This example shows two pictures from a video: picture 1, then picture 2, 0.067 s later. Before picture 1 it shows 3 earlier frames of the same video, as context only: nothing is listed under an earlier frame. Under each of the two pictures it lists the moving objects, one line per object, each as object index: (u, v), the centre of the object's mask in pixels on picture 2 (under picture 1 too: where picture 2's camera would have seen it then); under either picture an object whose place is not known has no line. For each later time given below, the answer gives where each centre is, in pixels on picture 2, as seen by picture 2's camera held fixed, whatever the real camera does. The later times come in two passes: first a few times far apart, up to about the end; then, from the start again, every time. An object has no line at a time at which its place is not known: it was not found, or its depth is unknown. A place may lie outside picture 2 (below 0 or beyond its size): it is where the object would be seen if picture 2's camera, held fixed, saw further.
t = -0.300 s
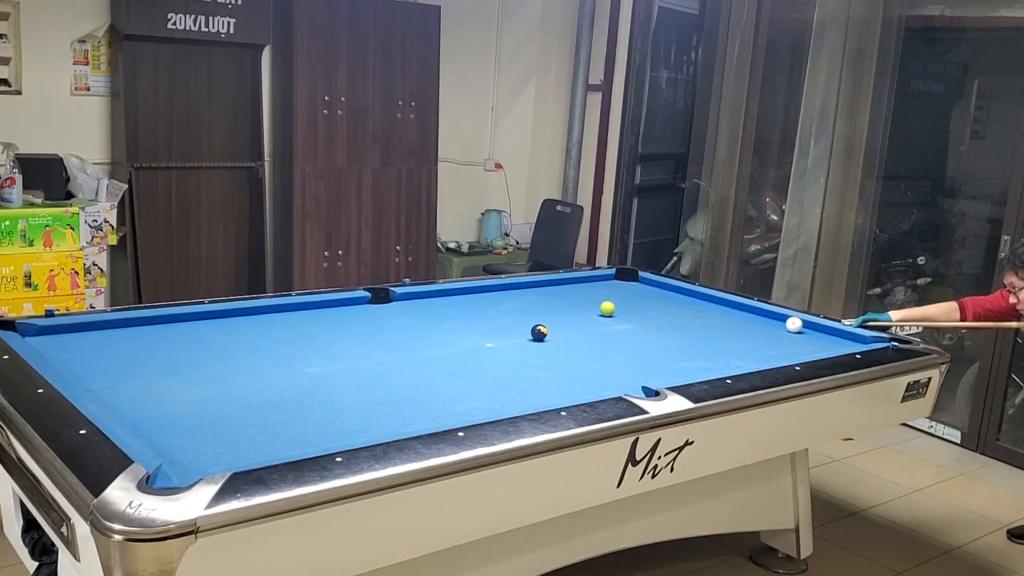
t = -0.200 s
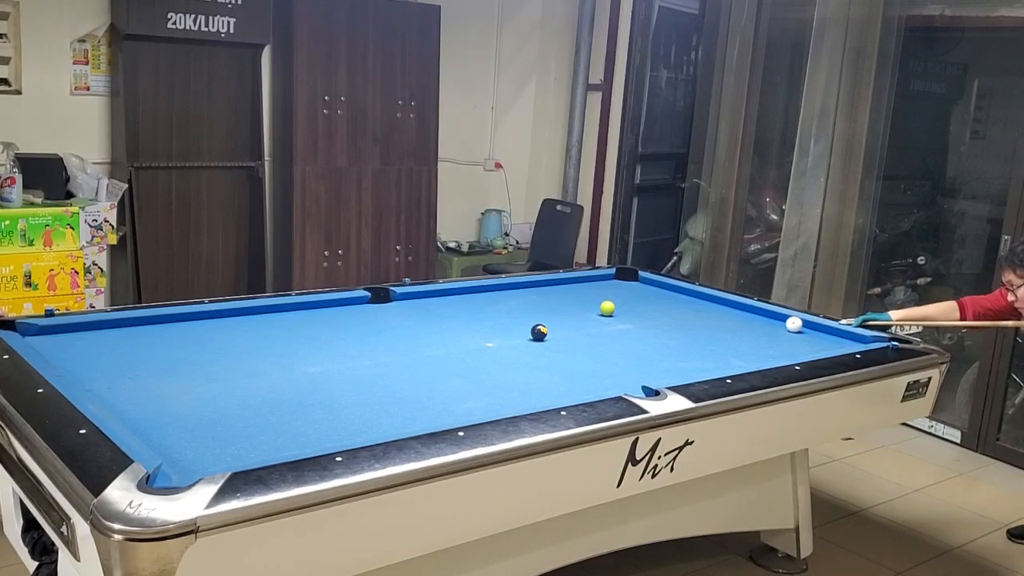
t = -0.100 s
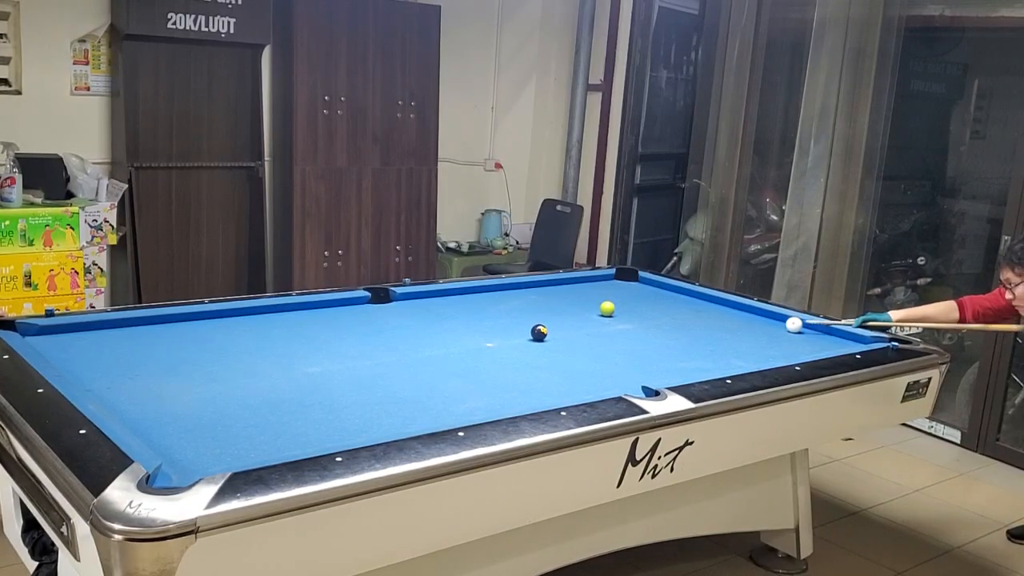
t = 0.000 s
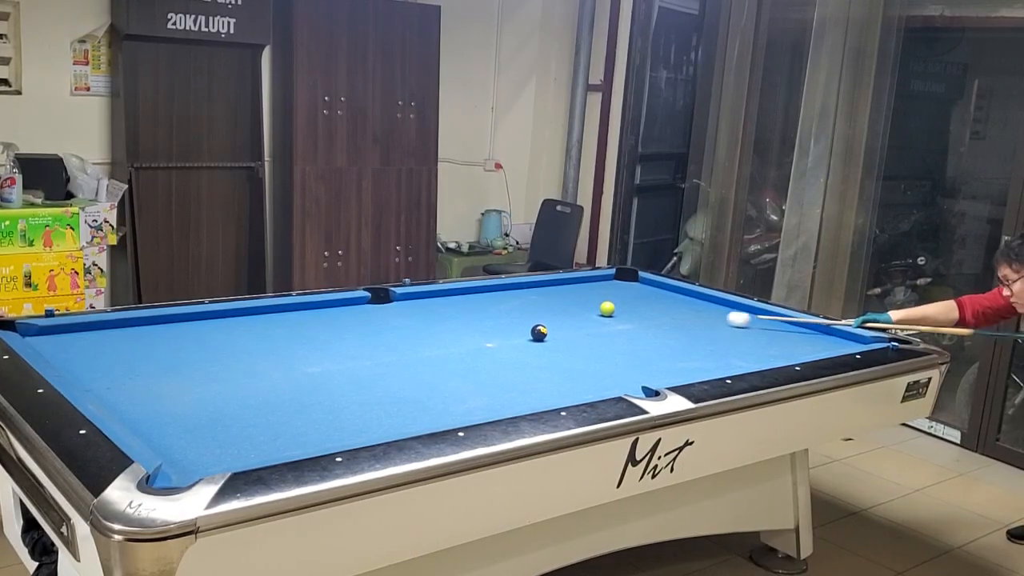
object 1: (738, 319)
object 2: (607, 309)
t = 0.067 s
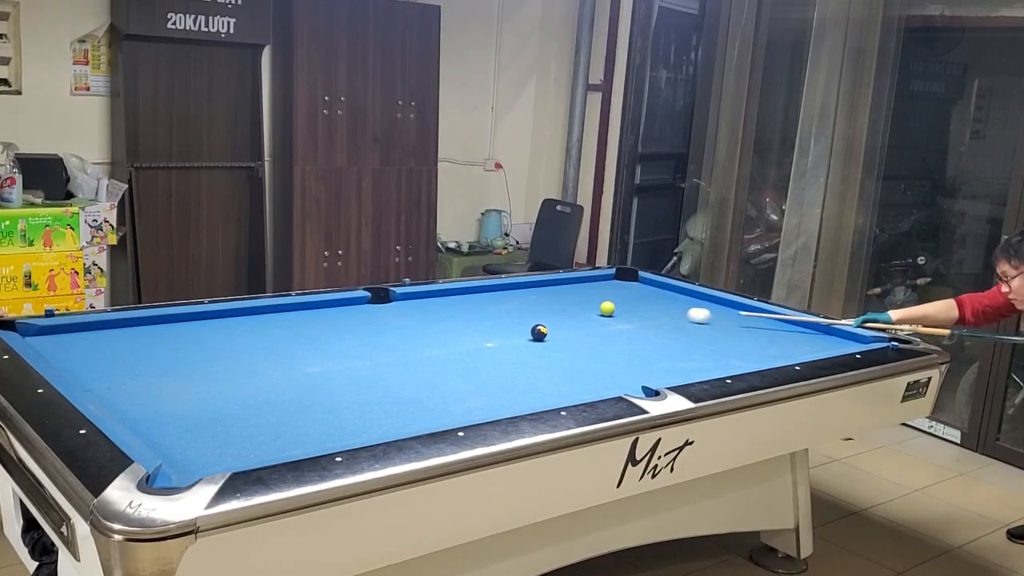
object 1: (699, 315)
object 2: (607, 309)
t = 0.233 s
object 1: (615, 306)
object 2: (595, 309)
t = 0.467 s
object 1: (563, 293)
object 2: (521, 311)
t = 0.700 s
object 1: (536, 287)
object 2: (452, 314)
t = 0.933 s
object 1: (558, 294)
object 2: (380, 316)
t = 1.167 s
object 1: (581, 301)
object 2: (304, 318)
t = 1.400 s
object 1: (604, 308)
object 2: (226, 320)
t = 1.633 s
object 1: (627, 315)
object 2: (143, 322)
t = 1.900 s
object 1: (654, 324)
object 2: (75, 331)
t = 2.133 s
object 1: (677, 331)
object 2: (38, 337)
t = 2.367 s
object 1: (701, 339)
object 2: (85, 336)
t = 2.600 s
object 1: (724, 346)
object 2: (128, 336)
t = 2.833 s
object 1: (748, 353)
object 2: (169, 335)
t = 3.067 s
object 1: (770, 357)
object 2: (207, 334)
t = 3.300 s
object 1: (760, 356)
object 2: (242, 334)
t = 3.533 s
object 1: (748, 353)
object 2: (275, 332)
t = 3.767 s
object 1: (738, 350)
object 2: (305, 332)
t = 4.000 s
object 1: (728, 347)
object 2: (334, 331)
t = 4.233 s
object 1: (720, 344)
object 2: (360, 331)
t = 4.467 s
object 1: (713, 342)
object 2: (384, 330)
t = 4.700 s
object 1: (707, 340)
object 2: (406, 330)
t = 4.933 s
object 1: (703, 339)
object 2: (426, 329)
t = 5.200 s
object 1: (700, 337)
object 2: (446, 328)
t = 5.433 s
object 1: (698, 337)
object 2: (462, 328)
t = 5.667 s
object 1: (697, 336)
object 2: (476, 327)
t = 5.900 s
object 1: (697, 336)
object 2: (489, 327)
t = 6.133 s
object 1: (697, 336)
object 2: (500, 327)
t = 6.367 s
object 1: (697, 336)
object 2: (510, 326)
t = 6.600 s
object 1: (697, 336)
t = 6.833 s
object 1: (697, 336)
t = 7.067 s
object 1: (697, 336)
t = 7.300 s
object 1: (697, 336)
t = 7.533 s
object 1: (697, 336)
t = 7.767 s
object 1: (697, 336)
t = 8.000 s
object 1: (697, 336)
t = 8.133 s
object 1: (697, 336)
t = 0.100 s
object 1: (679, 313)
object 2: (607, 309)
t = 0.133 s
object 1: (659, 311)
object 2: (607, 309)
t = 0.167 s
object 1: (640, 310)
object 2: (607, 309)
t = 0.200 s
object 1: (623, 308)
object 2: (606, 309)
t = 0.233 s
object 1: (615, 306)
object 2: (595, 309)
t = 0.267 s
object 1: (609, 304)
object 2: (582, 309)
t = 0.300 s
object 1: (602, 302)
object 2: (571, 310)
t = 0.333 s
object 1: (594, 300)
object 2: (560, 310)
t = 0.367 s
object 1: (586, 298)
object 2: (550, 311)
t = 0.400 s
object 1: (578, 296)
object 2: (541, 311)
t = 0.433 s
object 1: (570, 294)
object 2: (531, 311)
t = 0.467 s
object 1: (563, 293)
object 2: (521, 311)
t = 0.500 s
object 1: (555, 291)
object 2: (511, 312)
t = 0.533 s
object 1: (548, 289)
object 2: (502, 312)
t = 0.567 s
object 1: (540, 287)
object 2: (492, 312)
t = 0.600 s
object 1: (533, 285)
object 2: (482, 313)
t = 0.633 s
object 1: (529, 285)
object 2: (472, 313)
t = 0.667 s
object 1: (533, 286)
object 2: (462, 313)
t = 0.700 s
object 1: (536, 287)
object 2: (452, 314)
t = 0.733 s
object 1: (539, 288)
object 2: (442, 314)
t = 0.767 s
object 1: (542, 289)
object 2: (432, 314)
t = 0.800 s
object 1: (545, 290)
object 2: (421, 314)
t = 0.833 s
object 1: (549, 290)
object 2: (411, 315)
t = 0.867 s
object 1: (552, 292)
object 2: (401, 315)
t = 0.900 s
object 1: (555, 293)
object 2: (390, 315)
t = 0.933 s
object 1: (558, 294)
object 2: (380, 316)
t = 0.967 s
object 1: (561, 295)
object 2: (369, 316)
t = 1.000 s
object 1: (565, 296)
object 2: (359, 316)
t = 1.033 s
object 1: (568, 297)
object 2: (348, 317)
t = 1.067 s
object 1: (571, 298)
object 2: (337, 317)
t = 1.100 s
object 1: (574, 299)
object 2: (326, 317)
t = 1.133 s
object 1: (578, 300)
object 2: (315, 317)
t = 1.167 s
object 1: (581, 301)
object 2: (304, 318)
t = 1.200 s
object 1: (584, 302)
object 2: (293, 318)
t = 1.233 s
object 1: (587, 303)
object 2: (282, 318)
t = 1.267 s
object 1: (591, 304)
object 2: (270, 319)
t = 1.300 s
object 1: (594, 305)
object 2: (259, 319)
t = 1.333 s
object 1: (597, 306)
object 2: (248, 319)
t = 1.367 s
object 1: (600, 307)
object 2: (237, 320)
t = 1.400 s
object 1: (604, 308)
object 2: (226, 320)
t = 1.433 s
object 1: (607, 309)
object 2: (214, 320)
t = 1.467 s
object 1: (611, 310)
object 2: (202, 321)
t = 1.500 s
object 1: (614, 311)
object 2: (190, 321)
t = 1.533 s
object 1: (617, 312)
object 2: (179, 321)
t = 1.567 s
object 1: (620, 313)
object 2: (167, 322)
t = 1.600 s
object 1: (624, 314)
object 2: (156, 322)
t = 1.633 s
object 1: (627, 315)
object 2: (143, 322)
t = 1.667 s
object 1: (630, 317)
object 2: (132, 323)
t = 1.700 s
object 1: (634, 318)
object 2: (121, 323)
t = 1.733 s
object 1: (637, 319)
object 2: (113, 324)
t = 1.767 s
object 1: (640, 320)
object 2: (106, 325)
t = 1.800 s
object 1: (644, 321)
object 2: (98, 327)
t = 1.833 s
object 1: (647, 322)
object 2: (90, 328)
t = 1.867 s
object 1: (651, 323)
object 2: (83, 329)
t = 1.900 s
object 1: (654, 324)
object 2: (75, 331)
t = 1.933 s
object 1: (657, 325)
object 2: (67, 332)
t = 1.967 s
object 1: (661, 326)
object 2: (59, 333)
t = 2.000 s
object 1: (664, 327)
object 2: (51, 334)
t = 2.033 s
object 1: (667, 328)
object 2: (43, 336)
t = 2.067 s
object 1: (671, 329)
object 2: (36, 336)
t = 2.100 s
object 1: (674, 330)
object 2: (32, 336)
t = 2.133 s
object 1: (677, 331)
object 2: (38, 337)
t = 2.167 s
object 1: (681, 332)
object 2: (45, 337)
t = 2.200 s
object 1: (684, 333)
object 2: (51, 337)
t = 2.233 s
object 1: (687, 334)
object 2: (58, 337)
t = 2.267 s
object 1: (691, 336)
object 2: (65, 337)
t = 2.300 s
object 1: (694, 337)
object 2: (72, 337)
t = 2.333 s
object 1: (697, 338)
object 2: (78, 337)
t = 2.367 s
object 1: (701, 339)
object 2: (85, 336)
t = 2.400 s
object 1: (704, 340)
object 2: (91, 337)
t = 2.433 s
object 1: (708, 341)
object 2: (98, 336)
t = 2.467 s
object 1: (711, 342)
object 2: (104, 336)
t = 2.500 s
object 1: (714, 343)
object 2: (110, 336)
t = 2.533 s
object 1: (718, 344)
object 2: (116, 336)
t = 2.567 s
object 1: (721, 345)
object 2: (122, 336)
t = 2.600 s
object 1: (724, 346)
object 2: (128, 336)
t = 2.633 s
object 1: (728, 347)
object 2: (134, 336)
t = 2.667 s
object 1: (731, 348)
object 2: (140, 336)
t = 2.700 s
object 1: (734, 349)
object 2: (146, 336)
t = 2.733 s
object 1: (738, 350)
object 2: (152, 336)
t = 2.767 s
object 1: (741, 351)
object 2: (158, 335)
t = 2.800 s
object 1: (744, 352)
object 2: (163, 335)
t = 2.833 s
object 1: (748, 353)
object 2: (169, 335)
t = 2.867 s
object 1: (751, 354)
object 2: (174, 335)
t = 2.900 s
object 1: (754, 355)
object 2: (180, 335)
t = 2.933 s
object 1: (757, 355)
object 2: (186, 335)
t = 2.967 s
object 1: (761, 356)
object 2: (191, 335)
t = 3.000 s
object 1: (764, 356)
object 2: (196, 335)
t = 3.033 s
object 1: (767, 357)
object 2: (202, 334)
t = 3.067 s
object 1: (770, 357)
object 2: (207, 334)
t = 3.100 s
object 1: (771, 357)
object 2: (212, 334)
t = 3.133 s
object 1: (769, 357)
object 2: (217, 334)
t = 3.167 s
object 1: (767, 357)
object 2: (223, 334)
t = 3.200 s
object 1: (766, 356)
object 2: (228, 334)
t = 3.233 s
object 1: (764, 356)
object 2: (232, 334)
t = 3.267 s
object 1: (762, 356)
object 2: (237, 334)
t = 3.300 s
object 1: (760, 356)
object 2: (242, 334)
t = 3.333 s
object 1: (758, 356)
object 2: (247, 333)
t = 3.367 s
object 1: (756, 355)
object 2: (252, 333)
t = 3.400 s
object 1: (755, 355)
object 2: (257, 333)
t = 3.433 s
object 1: (753, 355)
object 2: (261, 333)
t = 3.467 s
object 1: (752, 354)
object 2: (266, 333)
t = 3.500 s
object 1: (750, 354)
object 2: (271, 333)
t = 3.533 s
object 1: (748, 353)
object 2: (275, 332)
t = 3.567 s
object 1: (746, 353)
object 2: (280, 332)
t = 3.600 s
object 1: (745, 352)
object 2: (284, 332)
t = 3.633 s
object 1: (744, 352)
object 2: (289, 332)
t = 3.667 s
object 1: (742, 351)
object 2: (293, 332)
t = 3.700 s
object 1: (740, 351)
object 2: (297, 332)
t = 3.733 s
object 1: (739, 350)
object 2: (301, 332)
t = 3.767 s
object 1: (738, 350)
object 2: (305, 332)
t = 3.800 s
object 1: (736, 349)
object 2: (310, 332)
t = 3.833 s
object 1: (735, 349)
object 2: (314, 332)
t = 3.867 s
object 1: (733, 348)
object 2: (318, 332)
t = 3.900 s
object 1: (732, 348)
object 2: (322, 331)
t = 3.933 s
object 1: (731, 348)
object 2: (326, 331)
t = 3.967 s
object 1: (729, 347)
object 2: (330, 331)
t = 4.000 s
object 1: (728, 347)
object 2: (334, 331)
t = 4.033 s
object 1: (727, 347)
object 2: (338, 331)
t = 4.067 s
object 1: (725, 346)
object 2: (341, 331)
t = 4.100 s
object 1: (724, 346)
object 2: (346, 331)
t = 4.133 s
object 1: (723, 345)
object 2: (349, 331)
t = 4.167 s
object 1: (722, 345)
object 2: (353, 331)
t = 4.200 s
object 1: (721, 344)
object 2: (356, 331)
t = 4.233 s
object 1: (720, 344)
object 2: (360, 331)
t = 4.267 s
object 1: (719, 344)
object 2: (363, 331)
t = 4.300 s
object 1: (718, 344)
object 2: (367, 330)
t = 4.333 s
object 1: (717, 343)
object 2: (370, 330)
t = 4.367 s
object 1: (716, 343)
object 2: (374, 330)
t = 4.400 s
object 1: (714, 343)
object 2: (377, 330)
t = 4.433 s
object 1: (714, 342)
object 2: (381, 330)
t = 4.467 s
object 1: (713, 342)
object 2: (384, 330)
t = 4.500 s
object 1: (712, 342)
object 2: (387, 330)
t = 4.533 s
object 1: (711, 341)
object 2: (390, 330)
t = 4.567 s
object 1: (710, 341)
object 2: (393, 330)
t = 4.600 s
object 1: (710, 341)
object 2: (397, 330)
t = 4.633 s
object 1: (709, 341)
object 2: (400, 330)
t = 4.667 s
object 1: (708, 340)
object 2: (403, 330)
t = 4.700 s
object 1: (707, 340)
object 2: (406, 330)
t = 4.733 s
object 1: (707, 340)
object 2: (409, 330)
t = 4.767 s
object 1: (706, 340)
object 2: (411, 329)
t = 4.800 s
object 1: (705, 339)
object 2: (414, 330)
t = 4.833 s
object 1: (705, 339)
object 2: (417, 329)
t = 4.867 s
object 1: (704, 339)
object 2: (420, 329)
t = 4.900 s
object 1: (704, 339)
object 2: (423, 329)
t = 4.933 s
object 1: (703, 339)
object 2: (426, 329)
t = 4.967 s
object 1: (703, 338)
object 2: (428, 329)
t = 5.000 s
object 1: (702, 338)
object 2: (431, 329)
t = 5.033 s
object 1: (702, 338)
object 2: (433, 329)
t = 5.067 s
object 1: (701, 338)
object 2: (436, 329)
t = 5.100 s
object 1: (701, 338)
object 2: (439, 329)
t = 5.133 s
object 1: (701, 338)
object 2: (441, 328)
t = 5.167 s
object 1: (700, 337)
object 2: (444, 328)
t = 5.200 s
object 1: (700, 337)
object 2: (446, 328)
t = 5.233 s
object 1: (700, 337)
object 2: (448, 328)
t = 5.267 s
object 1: (700, 337)
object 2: (451, 328)
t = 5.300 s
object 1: (699, 337)
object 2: (453, 328)
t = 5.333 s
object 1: (699, 337)
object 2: (455, 328)
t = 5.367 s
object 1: (699, 337)
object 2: (458, 328)
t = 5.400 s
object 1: (698, 337)
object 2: (460, 328)
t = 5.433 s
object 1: (698, 337)
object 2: (462, 328)
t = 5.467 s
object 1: (698, 336)
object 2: (464, 328)
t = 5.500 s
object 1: (698, 336)
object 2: (466, 328)
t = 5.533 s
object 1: (698, 336)
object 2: (469, 328)
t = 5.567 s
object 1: (698, 336)
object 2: (471, 328)
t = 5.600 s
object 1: (697, 336)
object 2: (472, 328)
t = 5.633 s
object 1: (697, 336)
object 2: (475, 327)
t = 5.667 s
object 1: (697, 336)
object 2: (476, 327)
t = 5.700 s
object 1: (697, 336)
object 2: (479, 327)
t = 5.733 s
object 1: (697, 336)
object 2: (480, 327)
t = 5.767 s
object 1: (697, 336)
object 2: (482, 327)
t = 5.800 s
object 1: (697, 336)
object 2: (484, 327)
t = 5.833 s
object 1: (697, 336)
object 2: (486, 327)
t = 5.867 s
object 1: (697, 336)
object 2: (487, 327)
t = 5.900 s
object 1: (697, 336)
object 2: (489, 327)
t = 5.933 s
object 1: (697, 336)
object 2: (491, 327)
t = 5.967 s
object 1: (697, 336)
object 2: (492, 327)
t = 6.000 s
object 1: (697, 336)
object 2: (494, 327)
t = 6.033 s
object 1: (697, 336)
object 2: (495, 327)
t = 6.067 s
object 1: (697, 336)
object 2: (497, 327)
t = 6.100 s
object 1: (697, 336)
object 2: (498, 327)
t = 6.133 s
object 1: (697, 336)
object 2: (500, 327)
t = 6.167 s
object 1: (697, 336)
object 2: (501, 327)
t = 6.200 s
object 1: (697, 336)
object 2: (503, 326)
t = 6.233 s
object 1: (697, 336)
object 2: (504, 327)
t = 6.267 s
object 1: (697, 336)
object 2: (506, 327)
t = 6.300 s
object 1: (697, 336)
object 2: (507, 327)
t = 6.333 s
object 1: (697, 336)
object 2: (508, 326)
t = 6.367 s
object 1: (697, 336)
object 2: (510, 326)
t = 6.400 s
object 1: (697, 336)
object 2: (511, 326)
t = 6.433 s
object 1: (697, 336)
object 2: (512, 326)
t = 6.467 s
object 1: (697, 336)
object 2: (513, 326)
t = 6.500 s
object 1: (697, 336)
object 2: (514, 326)
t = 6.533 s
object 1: (697, 336)
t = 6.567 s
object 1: (697, 336)
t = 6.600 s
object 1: (697, 336)
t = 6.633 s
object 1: (697, 336)
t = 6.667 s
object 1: (697, 336)
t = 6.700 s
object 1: (697, 336)
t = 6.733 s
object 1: (697, 336)
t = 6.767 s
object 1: (697, 336)
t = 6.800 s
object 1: (697, 336)
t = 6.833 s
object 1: (697, 336)
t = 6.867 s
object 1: (697, 336)
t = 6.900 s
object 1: (697, 336)
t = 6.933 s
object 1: (697, 336)
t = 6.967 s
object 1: (697, 336)
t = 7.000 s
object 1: (697, 336)
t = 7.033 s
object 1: (697, 336)
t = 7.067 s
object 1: (697, 336)
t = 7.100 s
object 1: (697, 336)
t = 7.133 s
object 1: (697, 336)
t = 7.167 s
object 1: (697, 336)
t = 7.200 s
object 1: (697, 336)
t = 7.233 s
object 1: (697, 336)
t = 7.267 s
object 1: (697, 336)
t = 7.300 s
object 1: (697, 336)
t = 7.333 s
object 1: (697, 336)
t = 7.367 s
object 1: (697, 336)
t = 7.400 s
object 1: (697, 336)
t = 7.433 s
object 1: (697, 336)
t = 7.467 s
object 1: (697, 336)
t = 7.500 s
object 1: (697, 336)
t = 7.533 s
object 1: (697, 336)
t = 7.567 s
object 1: (697, 336)
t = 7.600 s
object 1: (697, 336)
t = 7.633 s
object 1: (697, 336)
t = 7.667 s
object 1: (697, 336)
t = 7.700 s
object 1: (697, 336)
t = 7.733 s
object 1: (697, 336)
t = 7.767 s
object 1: (697, 336)
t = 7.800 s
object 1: (697, 336)
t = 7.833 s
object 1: (697, 336)
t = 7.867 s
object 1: (697, 336)
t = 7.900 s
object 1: (697, 336)
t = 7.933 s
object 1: (697, 336)
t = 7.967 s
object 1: (697, 336)
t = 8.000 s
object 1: (697, 336)
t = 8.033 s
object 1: (697, 336)
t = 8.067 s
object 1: (697, 336)
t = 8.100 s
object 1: (697, 336)
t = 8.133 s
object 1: (697, 336)
